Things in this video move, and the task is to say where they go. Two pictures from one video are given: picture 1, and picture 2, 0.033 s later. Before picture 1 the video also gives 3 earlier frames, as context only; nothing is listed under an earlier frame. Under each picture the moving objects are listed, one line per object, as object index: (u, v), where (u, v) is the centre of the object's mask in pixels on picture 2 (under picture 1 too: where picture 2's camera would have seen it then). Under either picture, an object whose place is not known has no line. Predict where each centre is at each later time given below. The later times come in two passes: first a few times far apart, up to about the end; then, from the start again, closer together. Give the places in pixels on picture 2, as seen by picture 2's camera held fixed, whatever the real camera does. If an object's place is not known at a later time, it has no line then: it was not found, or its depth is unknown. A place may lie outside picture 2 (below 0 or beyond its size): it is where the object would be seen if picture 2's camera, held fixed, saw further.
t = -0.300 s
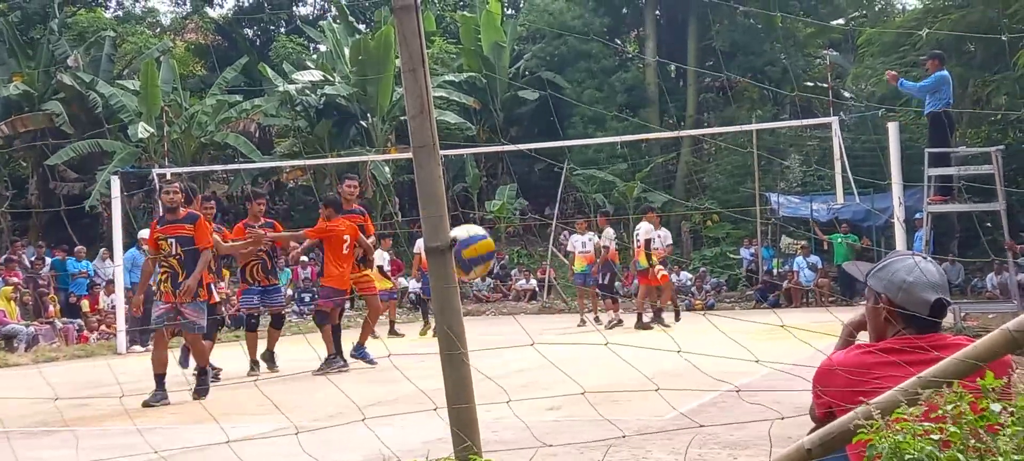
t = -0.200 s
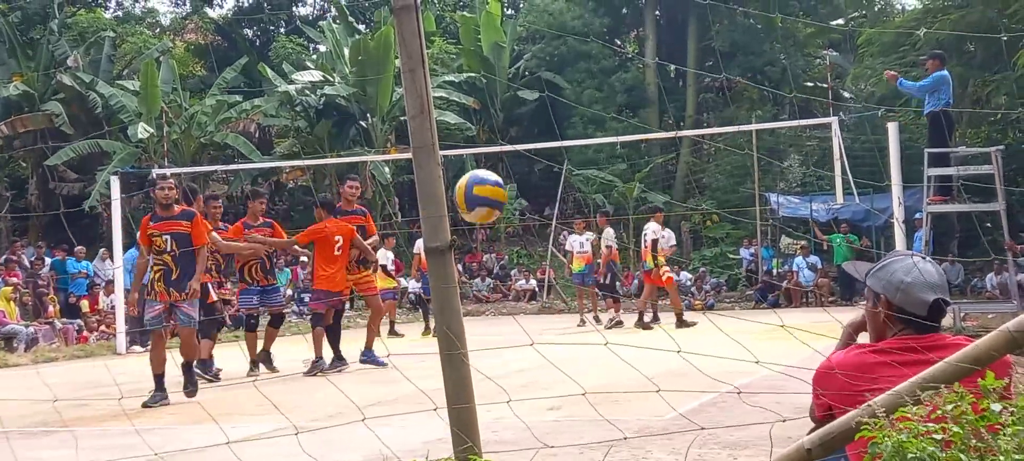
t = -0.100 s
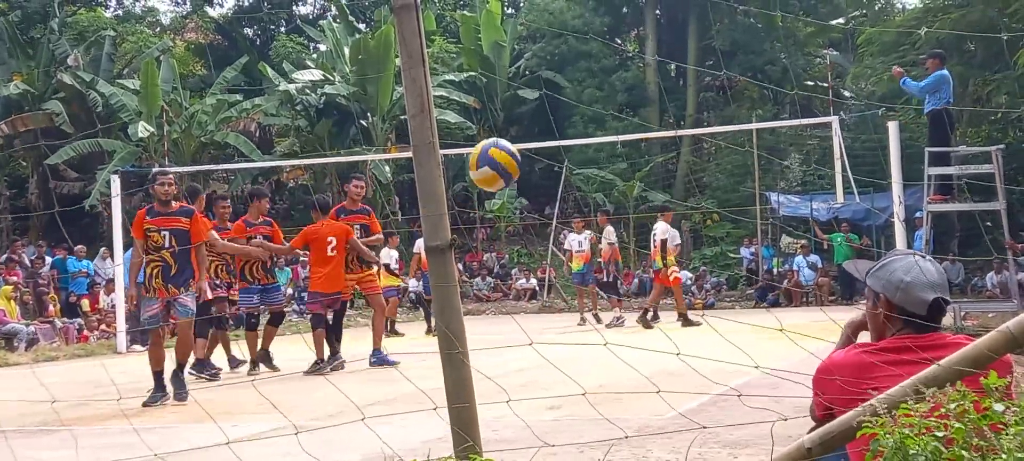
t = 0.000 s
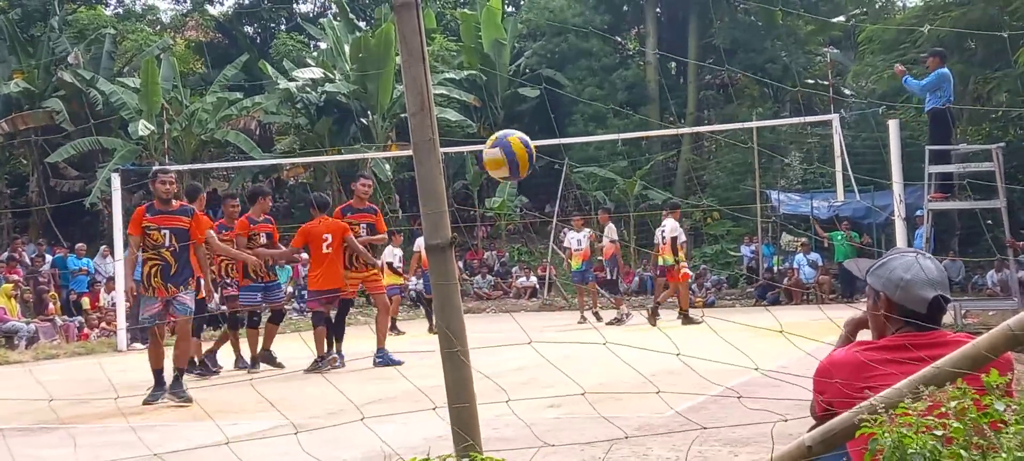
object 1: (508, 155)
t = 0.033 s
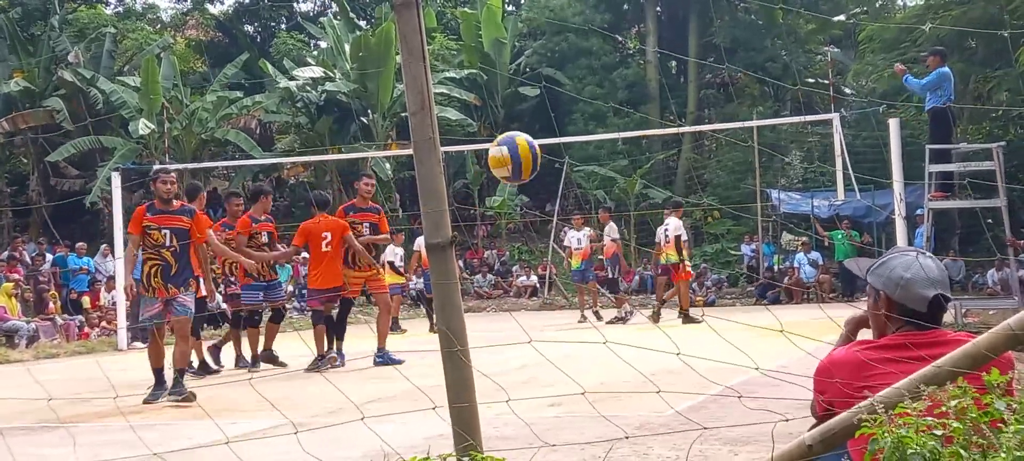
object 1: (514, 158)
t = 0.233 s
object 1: (546, 228)
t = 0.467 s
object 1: (588, 427)
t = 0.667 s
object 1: (606, 304)
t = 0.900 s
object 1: (631, 247)
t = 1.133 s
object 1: (661, 310)
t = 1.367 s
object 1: (692, 377)
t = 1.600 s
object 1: (713, 298)
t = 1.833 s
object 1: (742, 337)
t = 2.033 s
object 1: (767, 385)
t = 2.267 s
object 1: (789, 324)
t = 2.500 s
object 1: (807, 376)
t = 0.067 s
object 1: (519, 163)
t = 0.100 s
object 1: (525, 171)
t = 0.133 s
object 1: (530, 182)
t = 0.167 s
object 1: (535, 195)
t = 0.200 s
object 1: (541, 210)
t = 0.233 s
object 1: (546, 228)
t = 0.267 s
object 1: (553, 249)
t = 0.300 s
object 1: (558, 272)
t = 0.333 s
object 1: (564, 297)
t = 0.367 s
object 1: (570, 325)
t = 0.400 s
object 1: (576, 359)
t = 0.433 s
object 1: (582, 392)
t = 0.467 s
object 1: (588, 427)
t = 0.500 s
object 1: (592, 421)
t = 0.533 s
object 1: (595, 393)
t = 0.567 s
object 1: (598, 368)
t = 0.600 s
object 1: (600, 343)
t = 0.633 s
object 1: (603, 321)
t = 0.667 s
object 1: (606, 304)
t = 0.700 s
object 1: (609, 289)
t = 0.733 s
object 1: (612, 275)
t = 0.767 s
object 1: (616, 266)
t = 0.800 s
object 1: (619, 257)
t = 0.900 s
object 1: (631, 247)
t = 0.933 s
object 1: (635, 250)
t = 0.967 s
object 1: (639, 254)
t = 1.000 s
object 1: (643, 260)
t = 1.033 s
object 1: (647, 269)
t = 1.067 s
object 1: (652, 281)
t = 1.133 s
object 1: (661, 310)
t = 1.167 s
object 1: (666, 329)
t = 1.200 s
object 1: (671, 352)
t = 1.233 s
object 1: (676, 375)
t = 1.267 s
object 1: (682, 401)
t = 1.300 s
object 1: (687, 422)
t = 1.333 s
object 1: (689, 398)
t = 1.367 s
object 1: (692, 377)
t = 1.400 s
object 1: (694, 359)
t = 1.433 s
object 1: (697, 342)
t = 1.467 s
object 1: (700, 328)
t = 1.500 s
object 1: (703, 317)
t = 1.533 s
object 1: (707, 308)
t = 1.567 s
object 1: (710, 302)
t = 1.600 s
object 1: (713, 298)
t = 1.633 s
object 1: (717, 297)
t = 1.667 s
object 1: (720, 297)
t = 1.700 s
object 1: (724, 300)
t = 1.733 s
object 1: (729, 306)
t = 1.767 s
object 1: (733, 314)
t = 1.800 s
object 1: (737, 323)
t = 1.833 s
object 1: (742, 337)
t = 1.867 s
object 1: (747, 352)
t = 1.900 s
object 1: (752, 370)
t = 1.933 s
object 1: (758, 389)
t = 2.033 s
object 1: (767, 385)
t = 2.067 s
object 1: (770, 369)
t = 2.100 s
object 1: (774, 358)
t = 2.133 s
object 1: (776, 347)
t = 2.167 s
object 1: (779, 338)
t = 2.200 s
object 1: (782, 330)
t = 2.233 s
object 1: (786, 326)
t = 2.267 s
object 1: (789, 324)
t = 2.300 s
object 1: (793, 325)
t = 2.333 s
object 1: (796, 328)
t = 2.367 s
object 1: (801, 334)
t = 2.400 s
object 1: (804, 342)
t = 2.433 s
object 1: (807, 351)
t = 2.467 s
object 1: (807, 361)
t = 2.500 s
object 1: (807, 376)
